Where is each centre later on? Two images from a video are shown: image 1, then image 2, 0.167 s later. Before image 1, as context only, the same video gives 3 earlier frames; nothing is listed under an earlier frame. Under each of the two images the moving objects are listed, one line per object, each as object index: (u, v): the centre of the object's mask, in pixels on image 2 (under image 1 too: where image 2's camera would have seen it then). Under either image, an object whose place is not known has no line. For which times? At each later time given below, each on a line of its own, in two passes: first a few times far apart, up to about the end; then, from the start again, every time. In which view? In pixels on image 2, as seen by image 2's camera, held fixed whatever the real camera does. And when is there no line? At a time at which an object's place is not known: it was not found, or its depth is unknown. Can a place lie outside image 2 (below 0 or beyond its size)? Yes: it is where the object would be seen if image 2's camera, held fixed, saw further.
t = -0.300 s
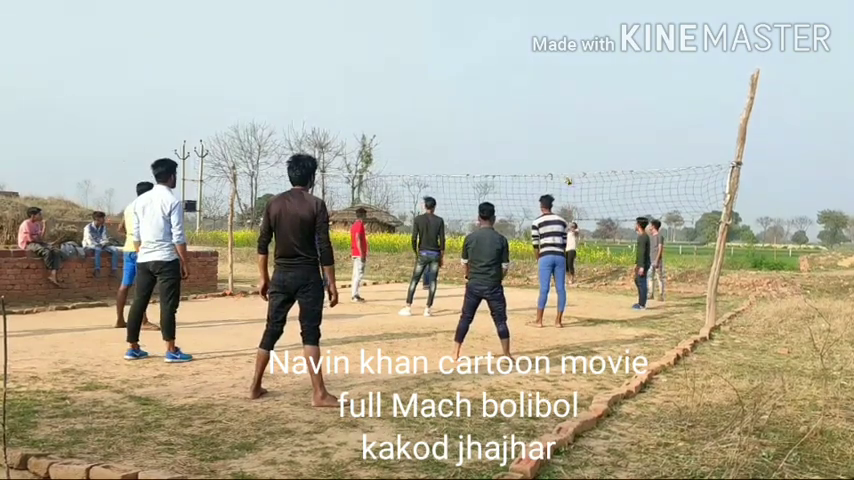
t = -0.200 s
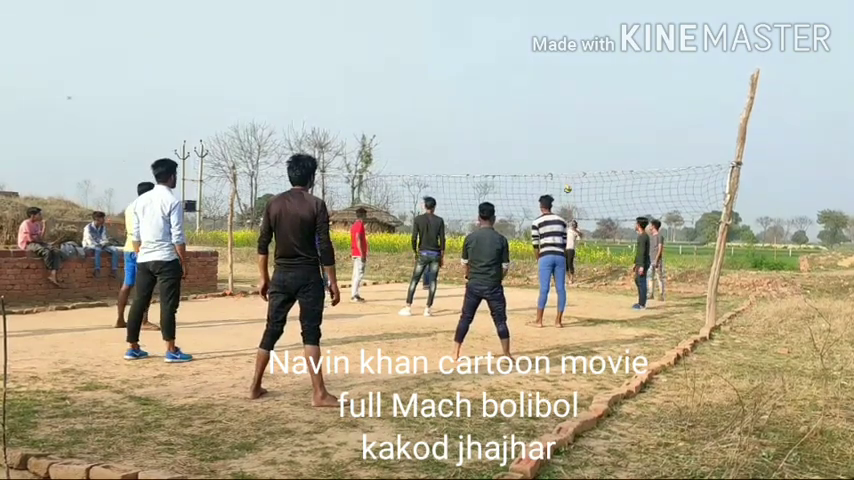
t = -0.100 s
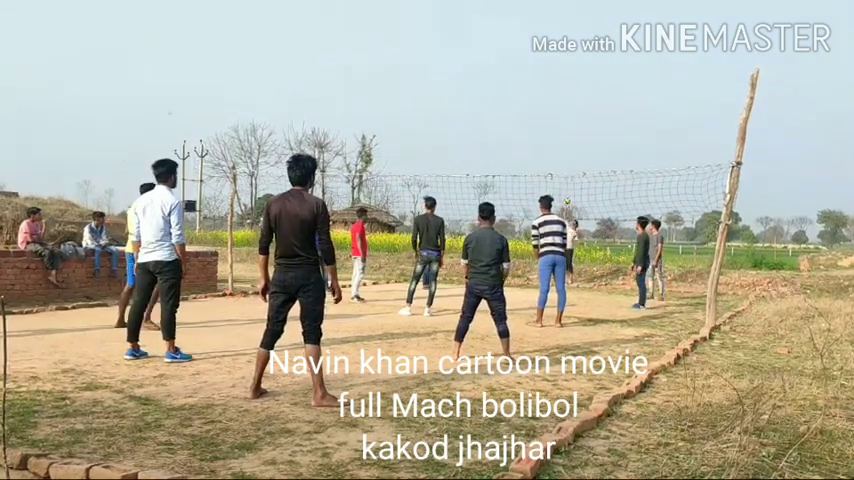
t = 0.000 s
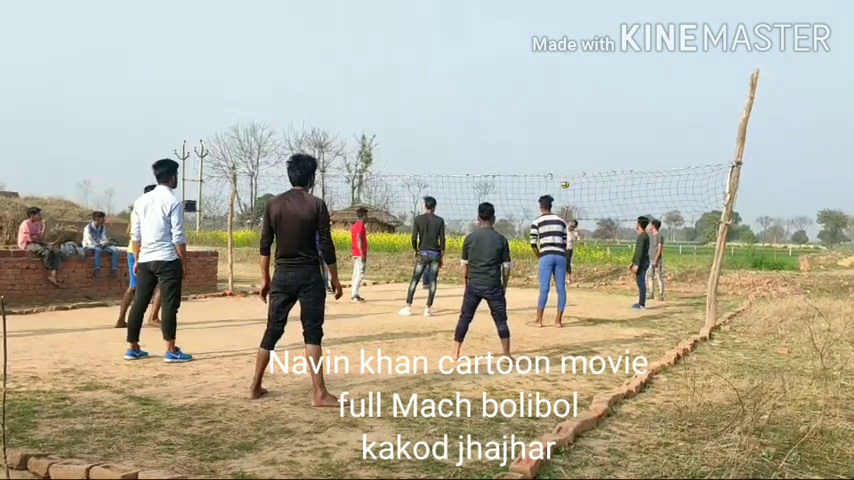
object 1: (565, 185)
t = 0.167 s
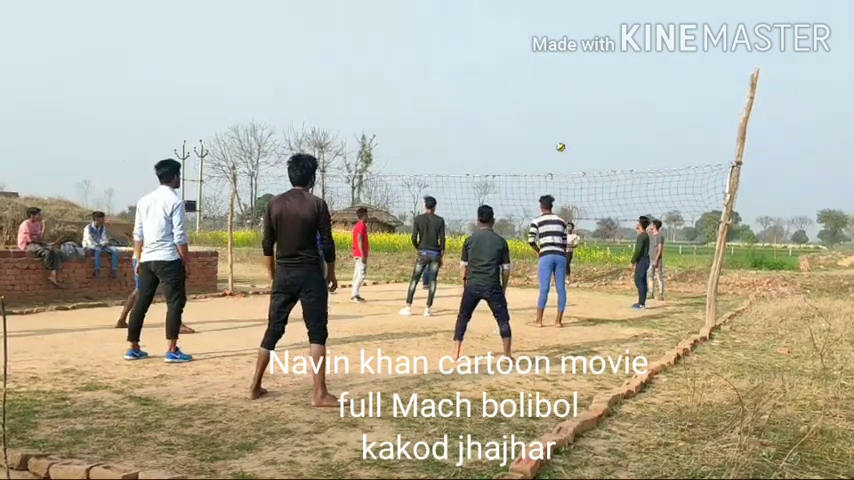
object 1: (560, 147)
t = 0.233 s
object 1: (558, 134)
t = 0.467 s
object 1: (548, 96)
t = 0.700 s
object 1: (532, 74)
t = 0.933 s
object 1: (505, 94)
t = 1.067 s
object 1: (482, 141)
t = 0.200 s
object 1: (559, 140)
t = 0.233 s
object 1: (558, 134)
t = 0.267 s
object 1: (557, 128)
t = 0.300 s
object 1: (556, 122)
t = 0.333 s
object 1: (553, 116)
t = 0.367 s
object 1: (552, 110)
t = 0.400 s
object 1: (550, 106)
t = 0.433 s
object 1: (549, 101)
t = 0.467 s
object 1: (548, 96)
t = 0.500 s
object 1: (546, 92)
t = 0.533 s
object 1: (543, 87)
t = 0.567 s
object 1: (542, 84)
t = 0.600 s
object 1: (540, 80)
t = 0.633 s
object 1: (538, 78)
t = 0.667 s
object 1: (535, 75)
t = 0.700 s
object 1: (532, 74)
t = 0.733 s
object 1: (529, 74)
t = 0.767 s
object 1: (526, 75)
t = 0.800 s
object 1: (522, 76)
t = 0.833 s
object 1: (518, 79)
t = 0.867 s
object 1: (514, 83)
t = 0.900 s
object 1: (510, 88)
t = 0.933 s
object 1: (505, 94)
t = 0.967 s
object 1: (500, 103)
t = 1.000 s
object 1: (494, 113)
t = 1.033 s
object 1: (488, 125)
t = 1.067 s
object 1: (482, 141)
